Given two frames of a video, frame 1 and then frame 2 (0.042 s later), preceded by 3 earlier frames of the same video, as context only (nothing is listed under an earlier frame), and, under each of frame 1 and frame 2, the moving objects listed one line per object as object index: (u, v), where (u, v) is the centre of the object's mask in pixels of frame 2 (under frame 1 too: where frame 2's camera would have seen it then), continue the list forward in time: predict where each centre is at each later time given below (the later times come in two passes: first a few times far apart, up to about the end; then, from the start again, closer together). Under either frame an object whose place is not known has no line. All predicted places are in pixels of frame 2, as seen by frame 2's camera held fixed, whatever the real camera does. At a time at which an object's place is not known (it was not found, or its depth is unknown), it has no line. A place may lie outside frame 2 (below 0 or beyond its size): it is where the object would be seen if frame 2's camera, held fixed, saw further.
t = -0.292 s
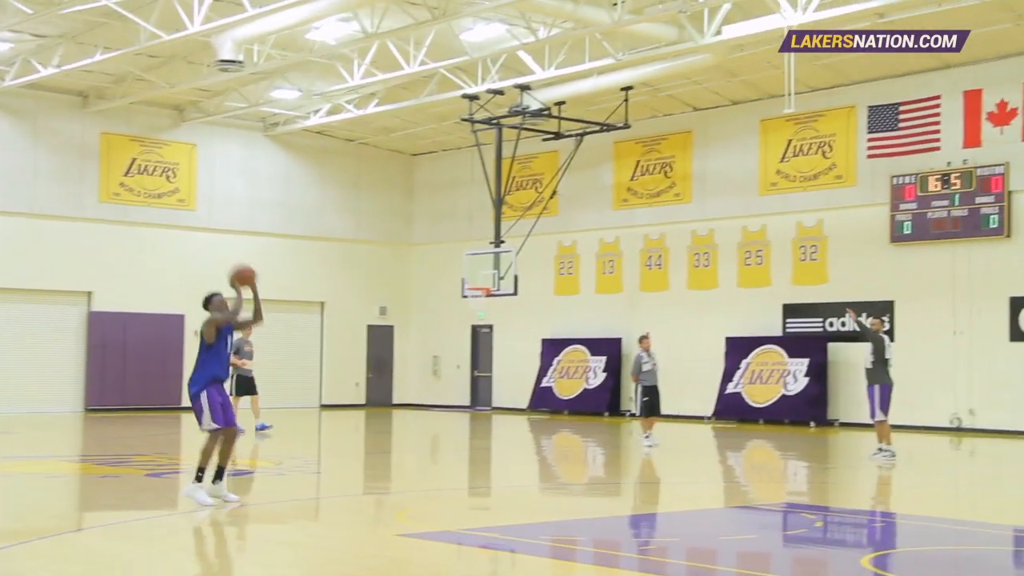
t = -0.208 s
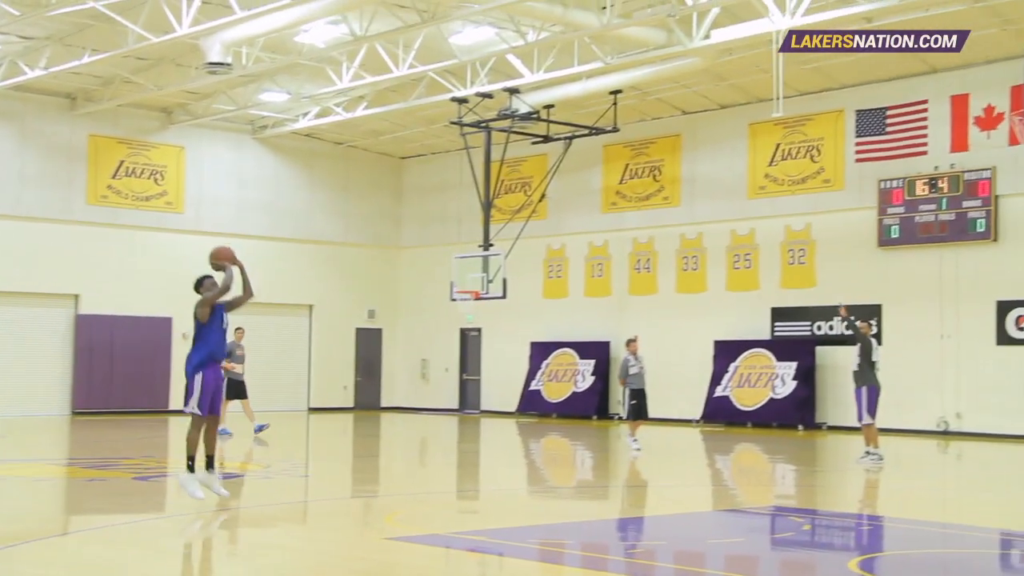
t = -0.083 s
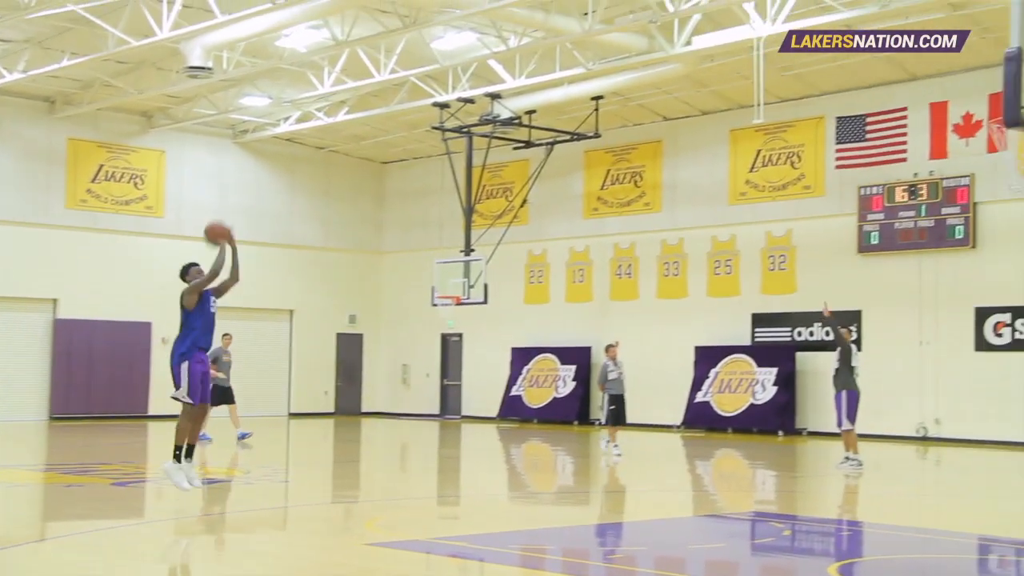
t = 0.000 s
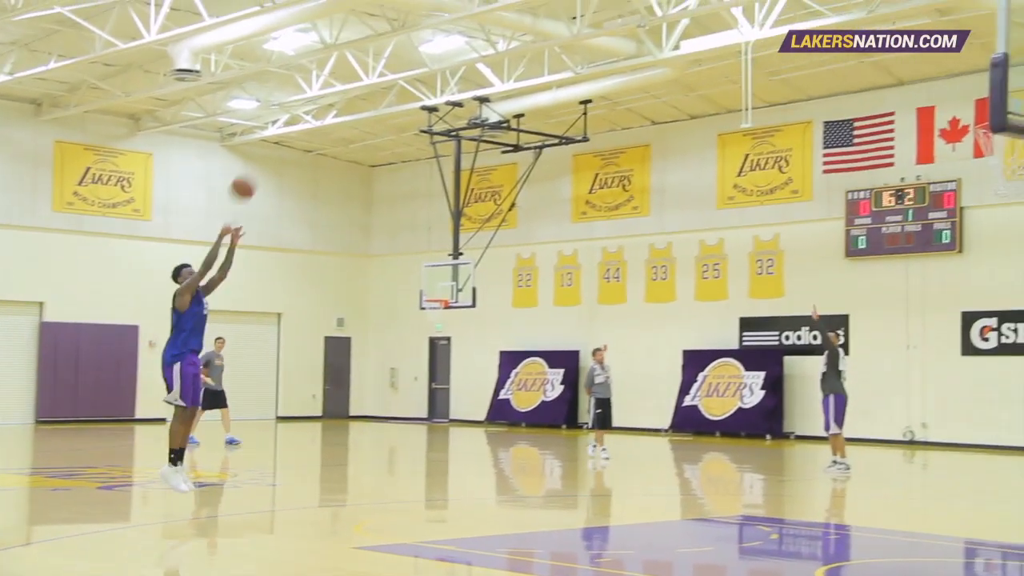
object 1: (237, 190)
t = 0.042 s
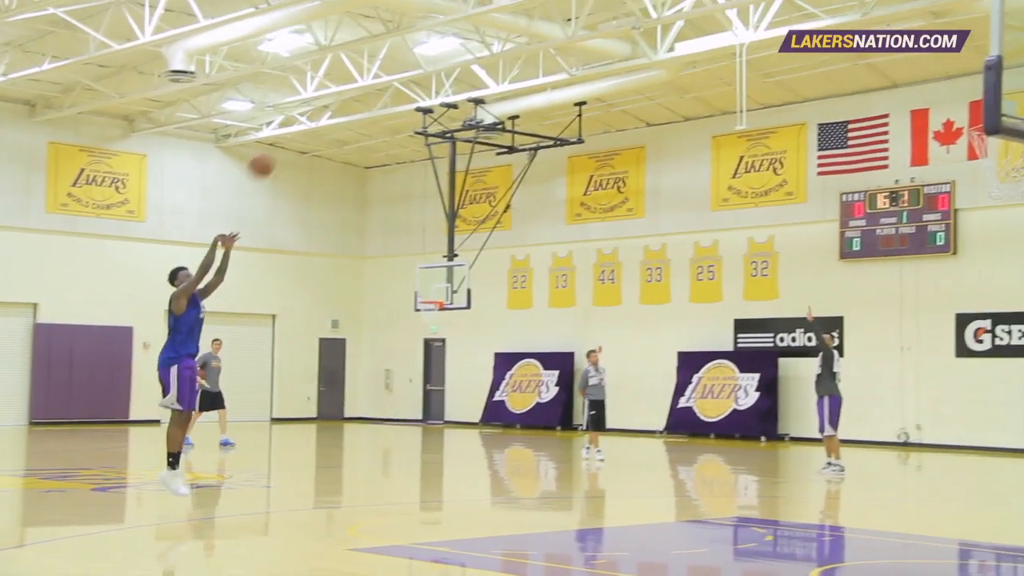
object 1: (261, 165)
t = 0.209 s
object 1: (357, 83)
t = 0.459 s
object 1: (515, 5)
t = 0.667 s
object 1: (661, -11)
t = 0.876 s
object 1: (826, 26)
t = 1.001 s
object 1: (937, 78)
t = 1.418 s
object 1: (977, 101)
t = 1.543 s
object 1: (958, 135)
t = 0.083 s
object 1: (285, 143)
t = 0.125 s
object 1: (309, 121)
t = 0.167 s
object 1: (333, 103)
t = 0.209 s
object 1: (357, 83)
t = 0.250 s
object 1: (383, 66)
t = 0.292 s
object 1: (408, 51)
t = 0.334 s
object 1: (434, 36)
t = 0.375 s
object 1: (460, 25)
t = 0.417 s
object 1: (487, 14)
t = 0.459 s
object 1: (515, 5)
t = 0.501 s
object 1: (542, -3)
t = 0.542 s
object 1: (571, -6)
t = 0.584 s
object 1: (601, -9)
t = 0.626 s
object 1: (630, -10)
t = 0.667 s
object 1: (661, -11)
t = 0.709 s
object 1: (692, -9)
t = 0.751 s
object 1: (723, -4)
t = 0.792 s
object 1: (758, 3)
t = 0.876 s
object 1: (826, 26)
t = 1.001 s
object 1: (937, 78)
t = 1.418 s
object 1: (977, 101)
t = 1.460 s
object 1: (972, 110)
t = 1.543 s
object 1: (958, 135)
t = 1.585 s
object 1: (950, 152)
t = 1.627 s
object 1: (942, 168)
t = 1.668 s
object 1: (934, 186)
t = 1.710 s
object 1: (925, 209)
